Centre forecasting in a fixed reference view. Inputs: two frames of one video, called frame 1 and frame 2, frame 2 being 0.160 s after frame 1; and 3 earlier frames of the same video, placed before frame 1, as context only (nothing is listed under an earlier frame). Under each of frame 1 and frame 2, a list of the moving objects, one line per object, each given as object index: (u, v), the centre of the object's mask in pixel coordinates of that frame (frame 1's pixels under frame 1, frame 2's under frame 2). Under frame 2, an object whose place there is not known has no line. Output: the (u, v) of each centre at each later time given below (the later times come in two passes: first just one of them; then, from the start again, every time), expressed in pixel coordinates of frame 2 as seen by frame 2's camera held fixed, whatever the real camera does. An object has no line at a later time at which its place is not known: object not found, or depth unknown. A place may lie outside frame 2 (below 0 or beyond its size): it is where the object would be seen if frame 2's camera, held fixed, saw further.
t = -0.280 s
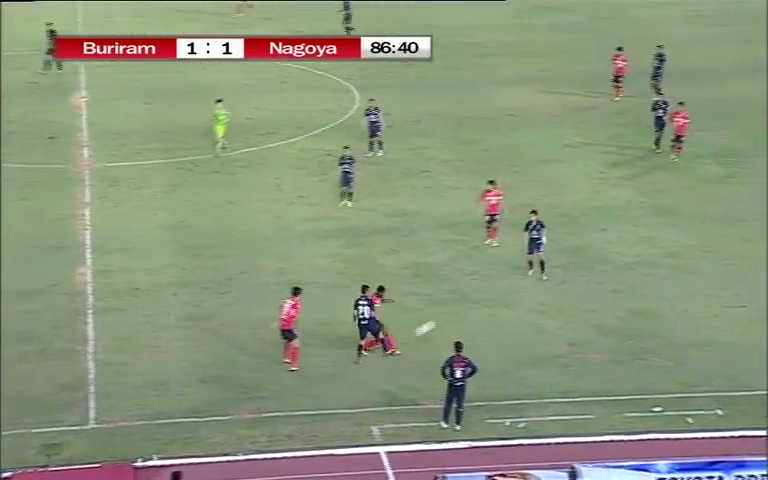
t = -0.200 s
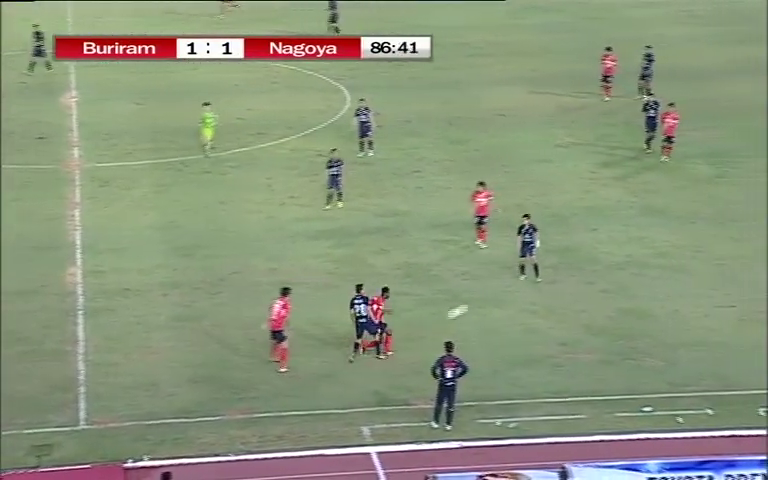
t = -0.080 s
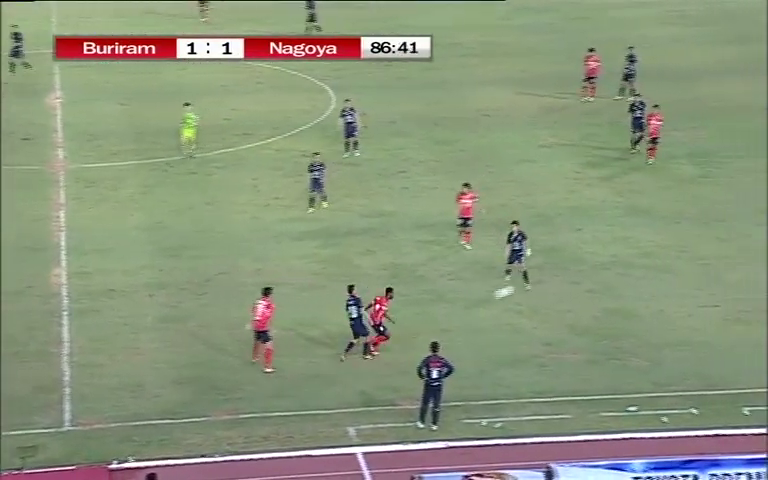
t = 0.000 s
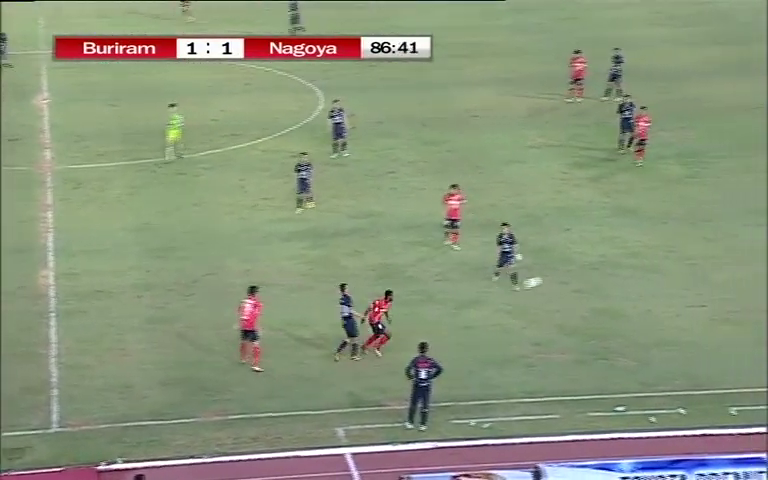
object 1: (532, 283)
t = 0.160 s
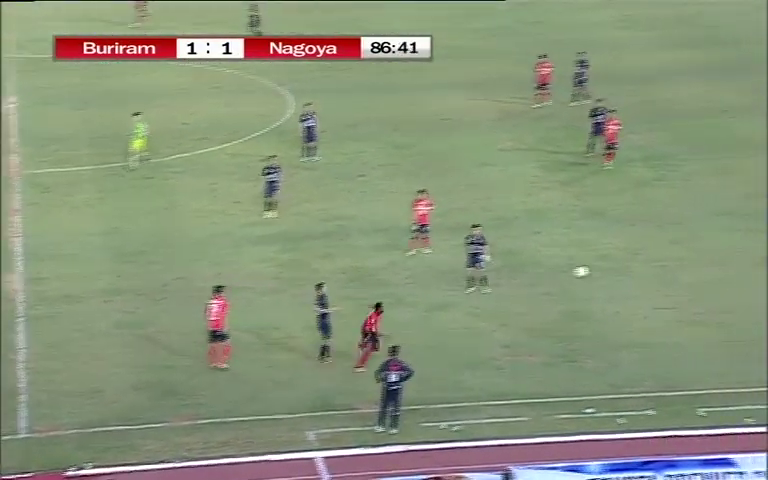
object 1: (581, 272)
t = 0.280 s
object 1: (639, 268)
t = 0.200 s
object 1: (600, 269)
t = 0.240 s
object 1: (620, 268)
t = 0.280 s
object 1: (639, 268)
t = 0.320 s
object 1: (659, 267)
